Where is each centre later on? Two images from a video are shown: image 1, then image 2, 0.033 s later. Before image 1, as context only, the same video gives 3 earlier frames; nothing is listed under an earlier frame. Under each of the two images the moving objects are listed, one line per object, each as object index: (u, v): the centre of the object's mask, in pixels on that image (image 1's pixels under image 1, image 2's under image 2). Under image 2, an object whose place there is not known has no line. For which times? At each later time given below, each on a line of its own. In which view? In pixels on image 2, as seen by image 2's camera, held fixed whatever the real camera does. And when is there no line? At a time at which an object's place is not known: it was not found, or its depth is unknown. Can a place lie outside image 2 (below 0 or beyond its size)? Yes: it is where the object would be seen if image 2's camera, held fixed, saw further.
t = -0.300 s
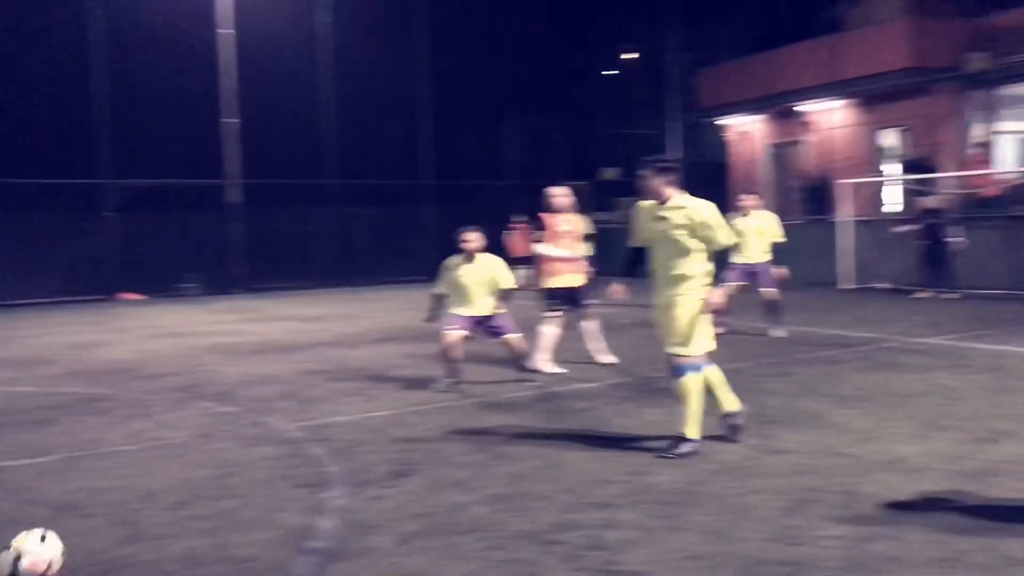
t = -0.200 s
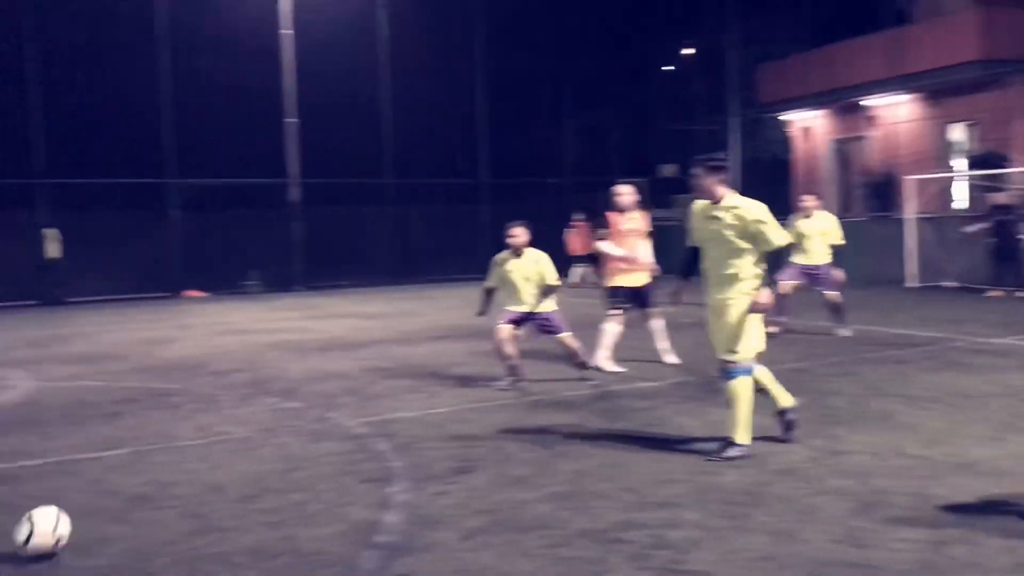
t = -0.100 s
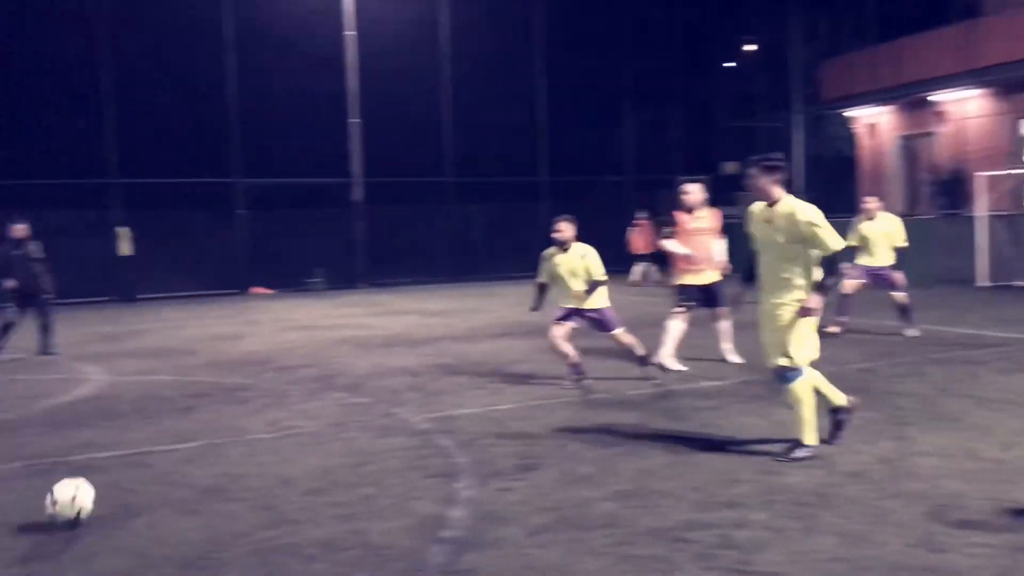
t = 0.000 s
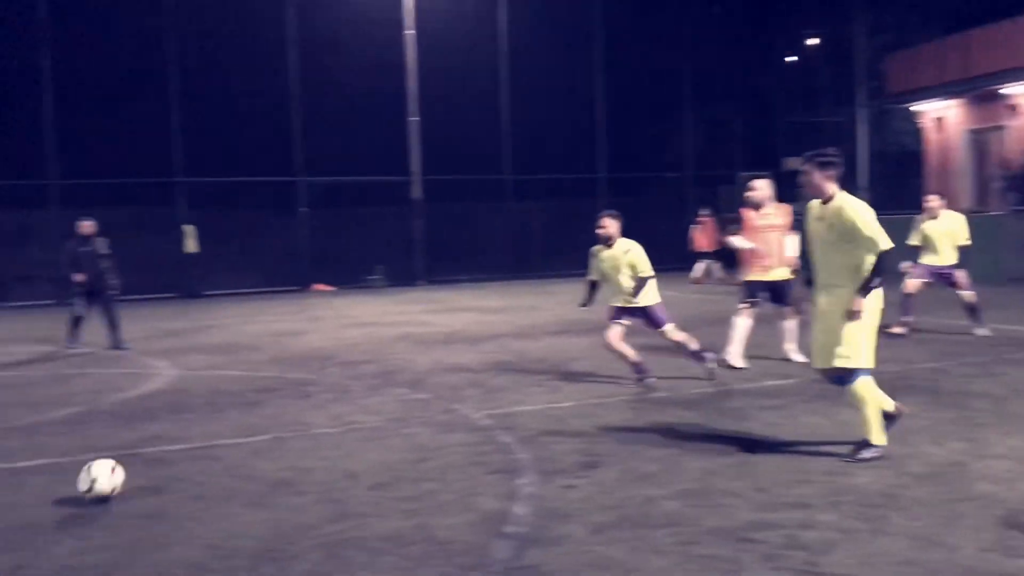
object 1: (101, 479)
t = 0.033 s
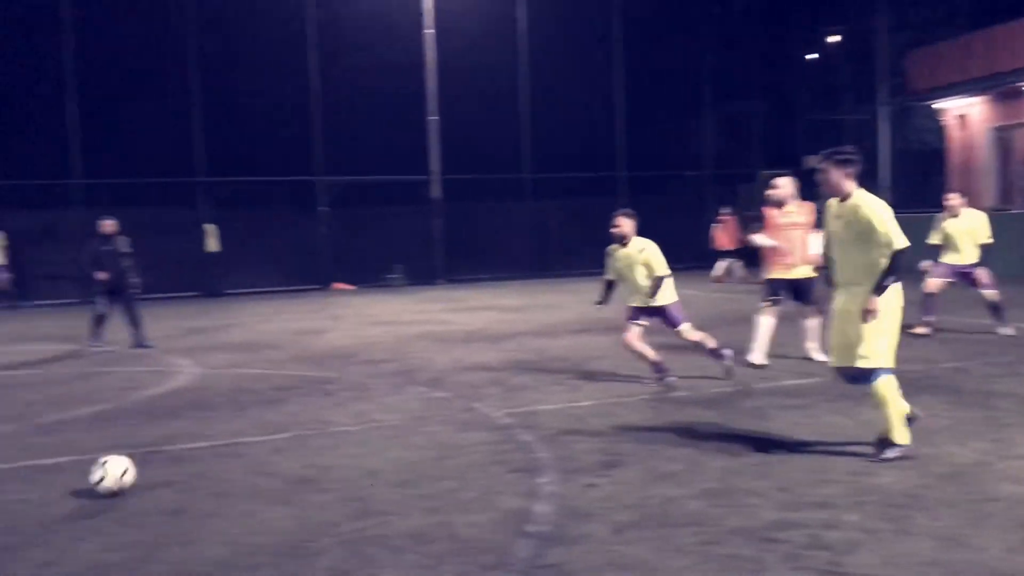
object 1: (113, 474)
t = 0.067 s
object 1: (103, 469)
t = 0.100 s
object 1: (93, 462)
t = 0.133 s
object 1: (83, 457)
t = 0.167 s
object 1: (73, 452)
